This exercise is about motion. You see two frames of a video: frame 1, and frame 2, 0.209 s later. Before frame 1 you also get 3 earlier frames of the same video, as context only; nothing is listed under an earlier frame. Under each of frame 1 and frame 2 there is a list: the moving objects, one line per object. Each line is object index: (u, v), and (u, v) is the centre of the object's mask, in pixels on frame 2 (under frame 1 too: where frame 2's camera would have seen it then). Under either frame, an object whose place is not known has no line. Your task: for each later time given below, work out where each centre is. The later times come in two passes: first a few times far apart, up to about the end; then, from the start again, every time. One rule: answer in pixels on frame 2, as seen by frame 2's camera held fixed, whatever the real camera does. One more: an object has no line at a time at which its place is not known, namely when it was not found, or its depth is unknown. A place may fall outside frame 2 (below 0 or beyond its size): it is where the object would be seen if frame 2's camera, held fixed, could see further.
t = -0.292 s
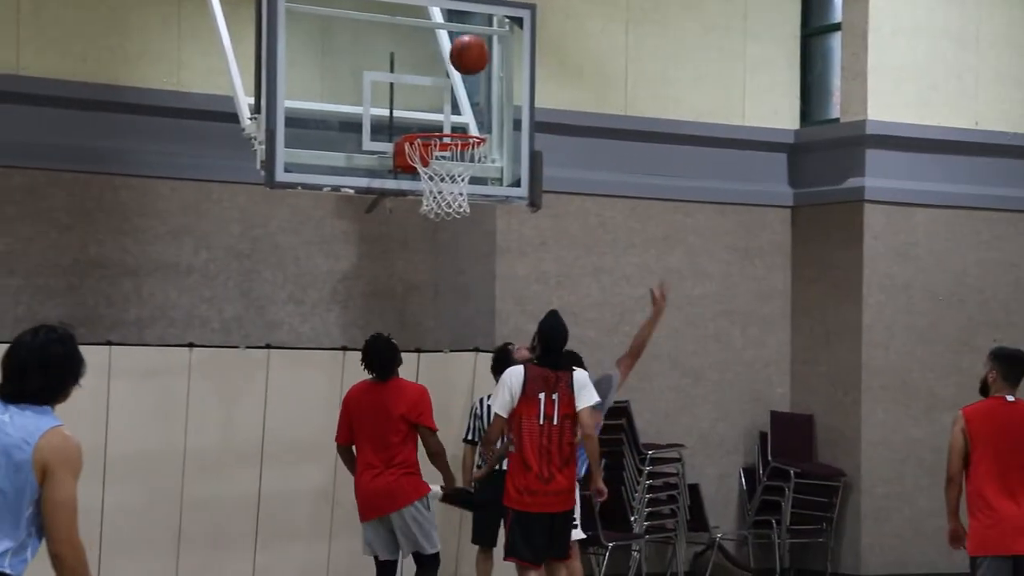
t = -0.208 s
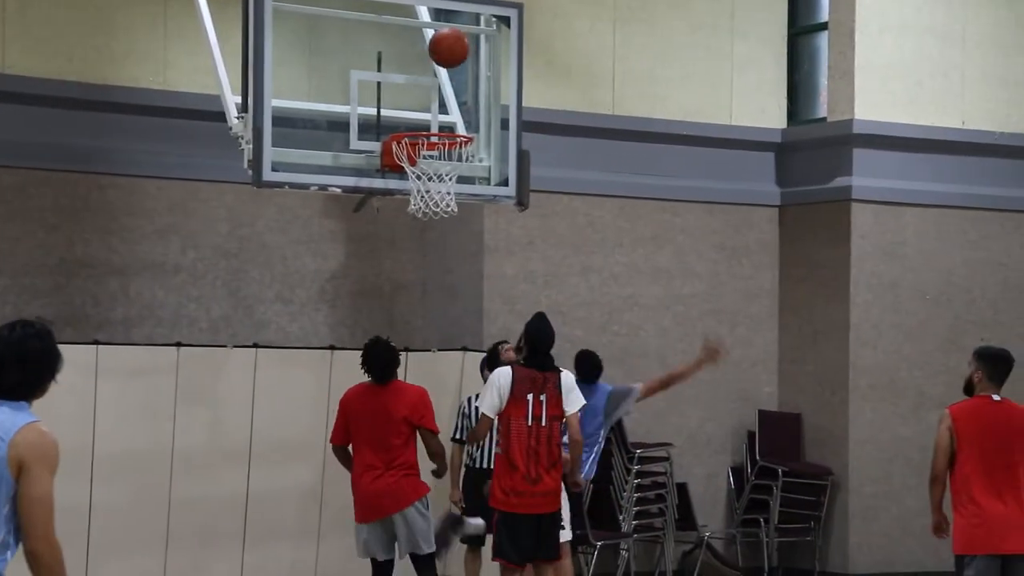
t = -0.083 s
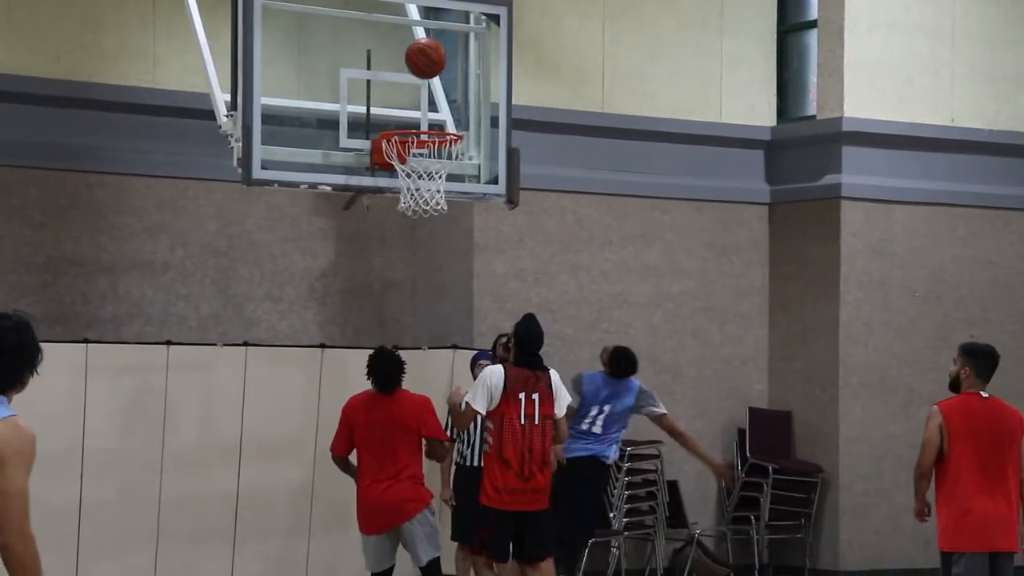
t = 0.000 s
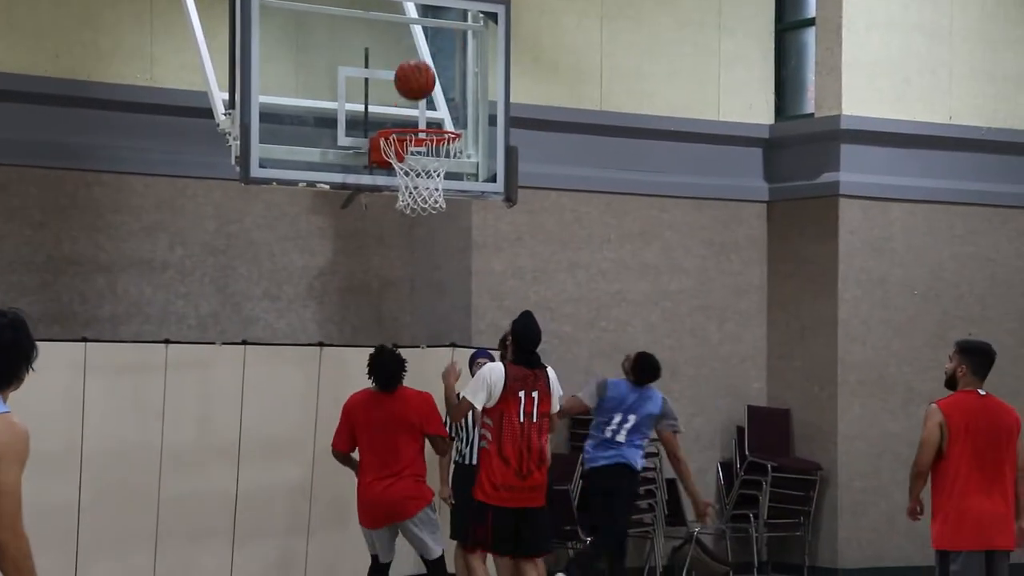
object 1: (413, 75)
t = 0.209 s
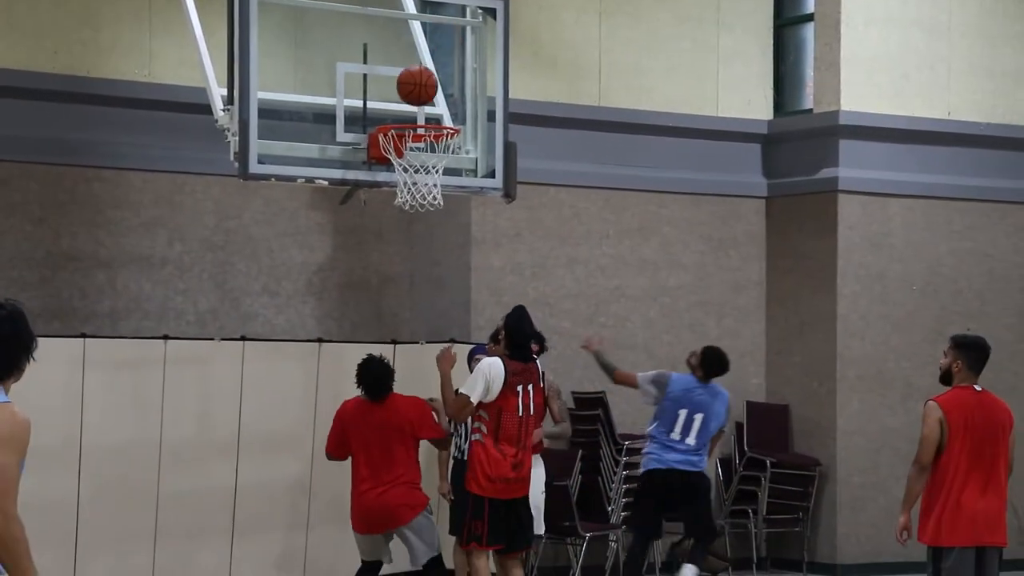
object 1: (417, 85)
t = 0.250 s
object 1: (421, 83)
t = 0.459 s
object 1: (439, 112)
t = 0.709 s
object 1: (419, 100)
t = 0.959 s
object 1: (399, 173)
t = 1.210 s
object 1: (400, 276)
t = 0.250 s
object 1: (421, 83)
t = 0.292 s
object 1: (424, 84)
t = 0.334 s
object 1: (428, 88)
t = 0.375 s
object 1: (432, 94)
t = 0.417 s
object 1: (436, 104)
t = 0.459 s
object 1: (439, 112)
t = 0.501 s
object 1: (436, 106)
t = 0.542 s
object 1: (433, 99)
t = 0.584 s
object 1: (429, 95)
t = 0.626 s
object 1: (426, 94)
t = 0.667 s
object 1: (422, 95)
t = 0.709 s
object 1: (419, 100)
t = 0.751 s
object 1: (416, 106)
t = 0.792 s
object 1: (412, 112)
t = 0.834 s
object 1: (411, 124)
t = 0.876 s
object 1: (410, 144)
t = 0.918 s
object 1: (402, 160)
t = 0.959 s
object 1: (399, 173)
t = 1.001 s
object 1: (400, 182)
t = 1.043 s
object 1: (401, 199)
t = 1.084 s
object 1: (400, 212)
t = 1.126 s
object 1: (400, 230)
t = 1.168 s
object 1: (400, 251)
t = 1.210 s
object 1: (400, 276)
